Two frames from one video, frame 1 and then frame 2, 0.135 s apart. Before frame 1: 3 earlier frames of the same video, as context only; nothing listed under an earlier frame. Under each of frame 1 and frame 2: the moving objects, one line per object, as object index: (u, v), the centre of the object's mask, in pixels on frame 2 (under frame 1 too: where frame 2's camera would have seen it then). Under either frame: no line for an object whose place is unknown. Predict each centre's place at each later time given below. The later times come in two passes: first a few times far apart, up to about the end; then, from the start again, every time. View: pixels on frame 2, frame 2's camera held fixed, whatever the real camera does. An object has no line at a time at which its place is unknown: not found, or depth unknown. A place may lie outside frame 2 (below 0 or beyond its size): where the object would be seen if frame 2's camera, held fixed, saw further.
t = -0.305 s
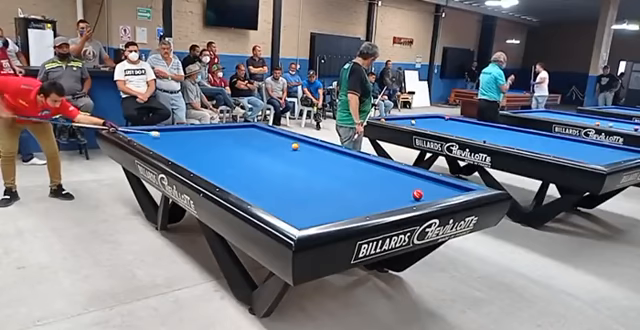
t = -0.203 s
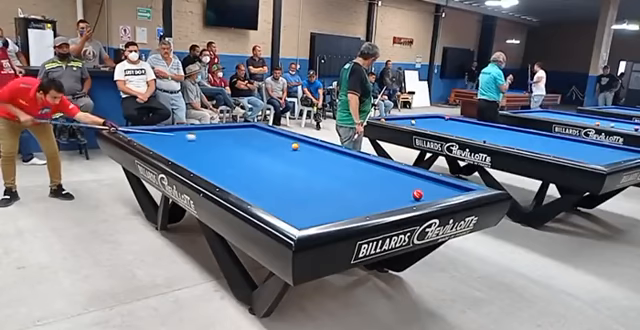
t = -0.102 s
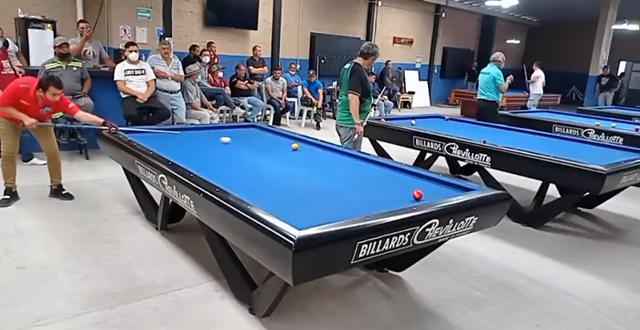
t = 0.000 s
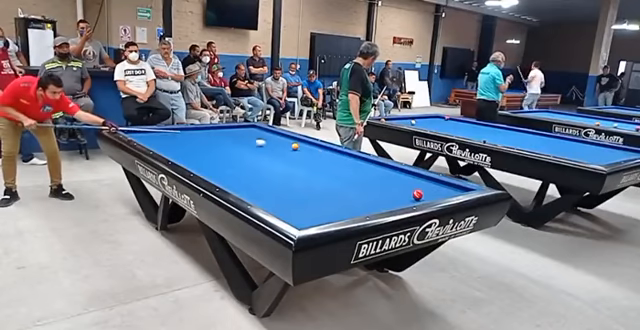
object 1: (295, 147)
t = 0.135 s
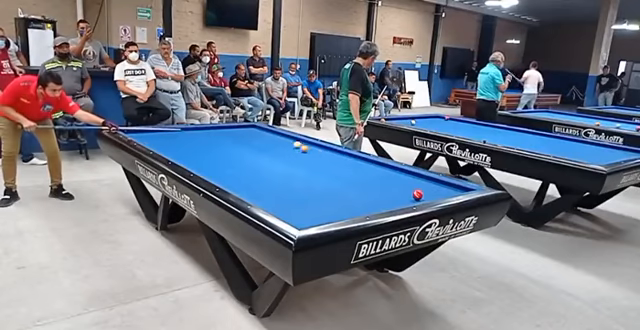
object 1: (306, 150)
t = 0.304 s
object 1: (337, 156)
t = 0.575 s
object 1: (386, 168)
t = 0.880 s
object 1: (442, 182)
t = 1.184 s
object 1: (444, 185)
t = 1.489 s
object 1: (410, 176)
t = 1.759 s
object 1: (385, 170)
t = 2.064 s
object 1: (359, 164)
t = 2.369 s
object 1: (336, 158)
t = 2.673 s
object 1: (315, 153)
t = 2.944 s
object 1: (298, 149)
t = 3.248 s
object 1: (281, 145)
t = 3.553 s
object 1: (264, 140)
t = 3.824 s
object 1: (251, 137)
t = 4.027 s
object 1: (242, 135)
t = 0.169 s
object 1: (312, 151)
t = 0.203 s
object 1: (318, 153)
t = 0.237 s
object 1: (325, 154)
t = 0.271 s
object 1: (331, 155)
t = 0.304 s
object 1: (337, 156)
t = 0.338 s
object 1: (344, 158)
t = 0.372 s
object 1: (350, 160)
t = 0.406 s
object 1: (356, 161)
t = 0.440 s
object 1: (362, 162)
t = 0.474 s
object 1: (368, 164)
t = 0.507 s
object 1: (374, 165)
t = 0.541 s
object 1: (380, 167)
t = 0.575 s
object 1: (386, 168)
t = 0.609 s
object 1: (392, 169)
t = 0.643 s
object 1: (398, 171)
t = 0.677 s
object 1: (405, 172)
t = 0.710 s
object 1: (412, 174)
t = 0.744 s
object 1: (419, 175)
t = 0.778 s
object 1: (425, 177)
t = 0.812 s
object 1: (432, 179)
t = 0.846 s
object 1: (437, 180)
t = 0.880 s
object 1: (442, 182)
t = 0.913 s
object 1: (447, 184)
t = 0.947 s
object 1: (453, 186)
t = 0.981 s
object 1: (458, 188)
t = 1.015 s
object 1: (464, 188)
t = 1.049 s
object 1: (464, 188)
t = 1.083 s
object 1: (459, 188)
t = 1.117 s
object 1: (454, 187)
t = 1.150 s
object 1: (448, 186)
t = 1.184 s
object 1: (444, 185)
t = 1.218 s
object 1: (439, 183)
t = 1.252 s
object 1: (435, 182)
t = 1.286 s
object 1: (431, 181)
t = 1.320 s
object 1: (428, 181)
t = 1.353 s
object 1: (424, 180)
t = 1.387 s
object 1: (421, 179)
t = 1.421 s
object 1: (417, 178)
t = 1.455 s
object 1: (414, 177)
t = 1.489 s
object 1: (410, 176)
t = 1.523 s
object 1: (407, 176)
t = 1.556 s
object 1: (404, 175)
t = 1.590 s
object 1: (400, 174)
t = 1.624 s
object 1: (397, 173)
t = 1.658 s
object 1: (394, 173)
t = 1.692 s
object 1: (391, 172)
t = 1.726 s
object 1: (388, 171)
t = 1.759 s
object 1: (385, 170)
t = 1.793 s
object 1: (382, 170)
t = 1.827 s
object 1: (379, 169)
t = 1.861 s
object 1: (376, 168)
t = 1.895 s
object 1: (373, 167)
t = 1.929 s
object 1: (370, 167)
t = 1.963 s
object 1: (368, 166)
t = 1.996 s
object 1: (364, 165)
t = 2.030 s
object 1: (362, 165)
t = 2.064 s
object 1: (359, 164)
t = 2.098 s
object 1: (357, 163)
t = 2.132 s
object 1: (354, 163)
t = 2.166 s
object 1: (351, 162)
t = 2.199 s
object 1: (349, 162)
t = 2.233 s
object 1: (346, 161)
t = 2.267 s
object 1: (343, 160)
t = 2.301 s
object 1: (341, 159)
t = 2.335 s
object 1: (338, 159)
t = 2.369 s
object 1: (336, 158)
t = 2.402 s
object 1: (334, 158)
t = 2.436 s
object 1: (331, 157)
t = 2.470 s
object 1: (329, 156)
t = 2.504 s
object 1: (327, 156)
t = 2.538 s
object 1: (324, 155)
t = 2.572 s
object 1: (322, 155)
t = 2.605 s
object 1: (319, 154)
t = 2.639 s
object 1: (318, 153)
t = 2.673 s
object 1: (315, 153)
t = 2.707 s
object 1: (313, 152)
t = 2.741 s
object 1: (311, 152)
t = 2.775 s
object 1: (309, 151)
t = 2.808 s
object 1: (306, 151)
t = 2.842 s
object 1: (304, 151)
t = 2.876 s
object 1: (303, 150)
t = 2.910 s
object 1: (300, 150)
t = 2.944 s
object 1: (298, 149)
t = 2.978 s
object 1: (296, 148)
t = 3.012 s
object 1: (294, 148)
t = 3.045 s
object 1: (292, 148)
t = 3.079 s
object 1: (290, 147)
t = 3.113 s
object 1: (288, 146)
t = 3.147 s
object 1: (286, 146)
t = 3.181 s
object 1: (284, 145)
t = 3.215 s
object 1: (283, 145)
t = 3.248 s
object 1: (281, 145)
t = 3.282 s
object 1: (279, 144)
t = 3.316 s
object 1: (277, 144)
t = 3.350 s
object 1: (275, 143)
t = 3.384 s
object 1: (274, 143)
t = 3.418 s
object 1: (272, 142)
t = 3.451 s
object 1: (270, 141)
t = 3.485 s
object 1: (268, 141)
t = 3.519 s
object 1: (267, 140)
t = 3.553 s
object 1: (264, 140)
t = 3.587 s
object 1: (263, 140)
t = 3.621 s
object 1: (261, 139)
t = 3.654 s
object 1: (259, 139)
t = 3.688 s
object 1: (258, 139)
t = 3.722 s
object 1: (256, 138)
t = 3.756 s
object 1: (254, 138)
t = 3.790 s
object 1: (252, 137)
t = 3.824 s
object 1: (251, 137)
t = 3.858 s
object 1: (250, 137)
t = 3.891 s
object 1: (248, 136)
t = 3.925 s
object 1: (246, 136)
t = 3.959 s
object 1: (245, 135)
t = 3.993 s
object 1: (244, 135)
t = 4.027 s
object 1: (242, 135)
